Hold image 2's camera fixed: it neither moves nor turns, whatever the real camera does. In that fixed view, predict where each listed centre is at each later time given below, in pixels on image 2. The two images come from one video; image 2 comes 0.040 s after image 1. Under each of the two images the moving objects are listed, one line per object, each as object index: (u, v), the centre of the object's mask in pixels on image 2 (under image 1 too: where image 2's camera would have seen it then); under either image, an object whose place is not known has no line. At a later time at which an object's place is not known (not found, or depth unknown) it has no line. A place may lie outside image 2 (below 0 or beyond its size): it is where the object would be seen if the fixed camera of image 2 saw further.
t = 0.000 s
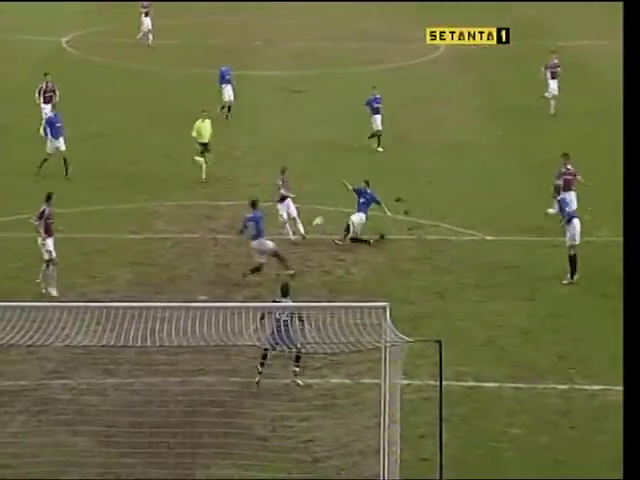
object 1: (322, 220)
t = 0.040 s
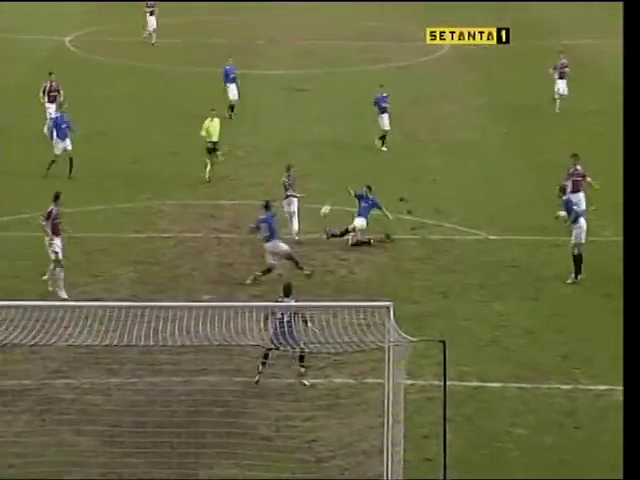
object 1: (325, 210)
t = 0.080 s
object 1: (329, 199)
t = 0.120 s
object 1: (332, 188)
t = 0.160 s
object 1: (335, 177)
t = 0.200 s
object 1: (340, 166)
